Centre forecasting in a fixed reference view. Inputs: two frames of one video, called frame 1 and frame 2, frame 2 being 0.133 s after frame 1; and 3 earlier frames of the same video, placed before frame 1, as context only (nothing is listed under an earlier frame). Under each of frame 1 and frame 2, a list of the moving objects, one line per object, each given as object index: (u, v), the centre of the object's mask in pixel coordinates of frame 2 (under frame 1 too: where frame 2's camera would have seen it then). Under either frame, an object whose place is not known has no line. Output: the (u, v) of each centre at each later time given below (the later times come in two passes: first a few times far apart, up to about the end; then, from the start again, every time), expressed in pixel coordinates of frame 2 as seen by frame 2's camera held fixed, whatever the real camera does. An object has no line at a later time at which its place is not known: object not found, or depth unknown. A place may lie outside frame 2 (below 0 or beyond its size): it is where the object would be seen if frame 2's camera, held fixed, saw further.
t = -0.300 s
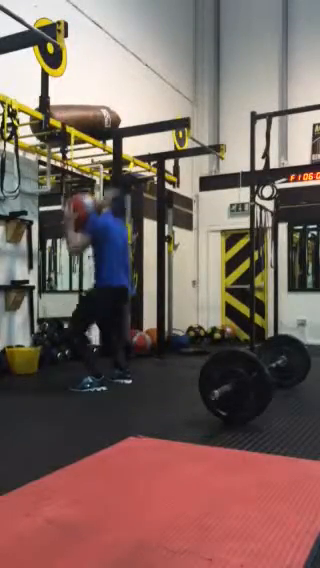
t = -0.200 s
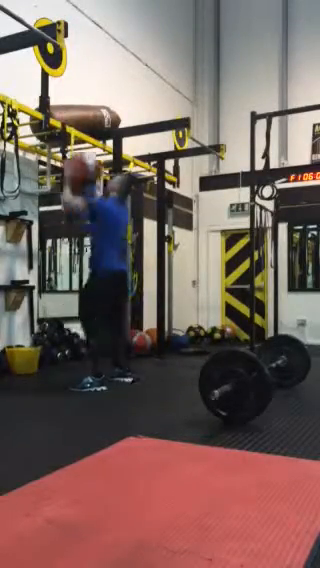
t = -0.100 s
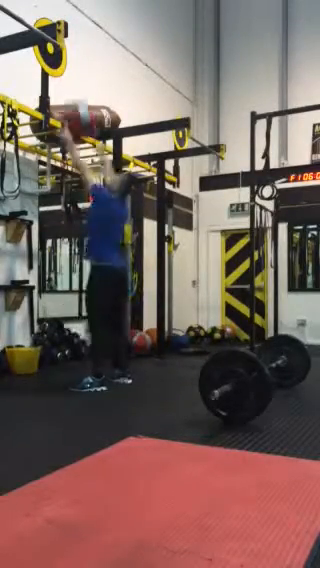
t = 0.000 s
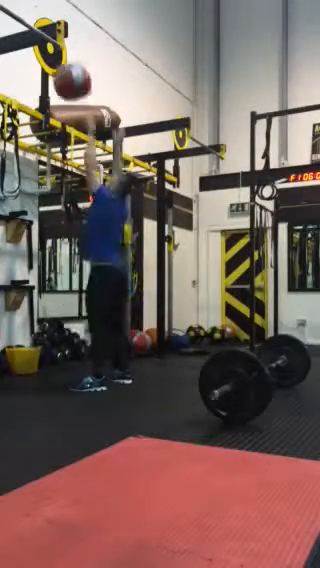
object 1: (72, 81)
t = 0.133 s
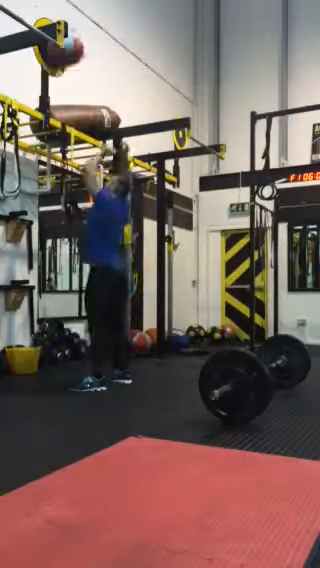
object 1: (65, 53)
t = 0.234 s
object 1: (66, 44)
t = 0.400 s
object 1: (74, 44)
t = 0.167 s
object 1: (65, 50)
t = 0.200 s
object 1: (66, 47)
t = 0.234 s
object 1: (66, 44)
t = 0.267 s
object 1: (73, 36)
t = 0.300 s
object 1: (73, 36)
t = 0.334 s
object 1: (73, 37)
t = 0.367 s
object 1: (74, 39)
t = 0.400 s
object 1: (74, 44)
